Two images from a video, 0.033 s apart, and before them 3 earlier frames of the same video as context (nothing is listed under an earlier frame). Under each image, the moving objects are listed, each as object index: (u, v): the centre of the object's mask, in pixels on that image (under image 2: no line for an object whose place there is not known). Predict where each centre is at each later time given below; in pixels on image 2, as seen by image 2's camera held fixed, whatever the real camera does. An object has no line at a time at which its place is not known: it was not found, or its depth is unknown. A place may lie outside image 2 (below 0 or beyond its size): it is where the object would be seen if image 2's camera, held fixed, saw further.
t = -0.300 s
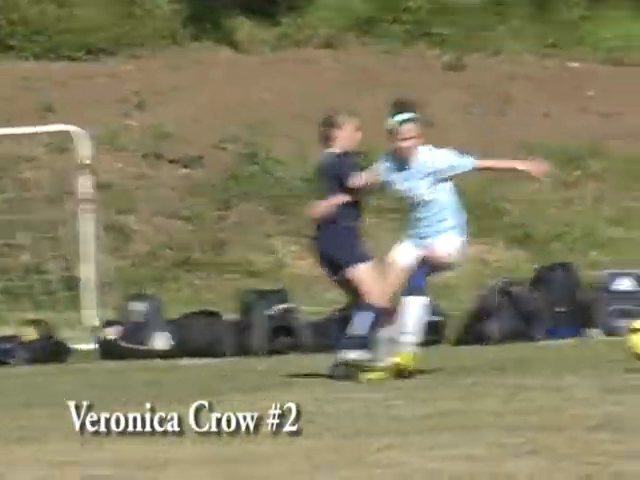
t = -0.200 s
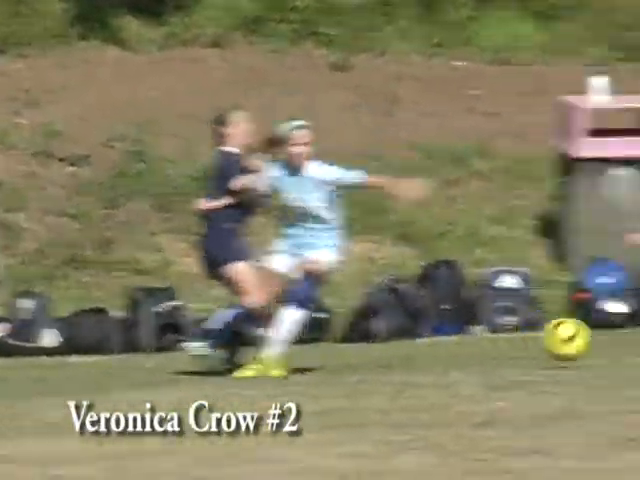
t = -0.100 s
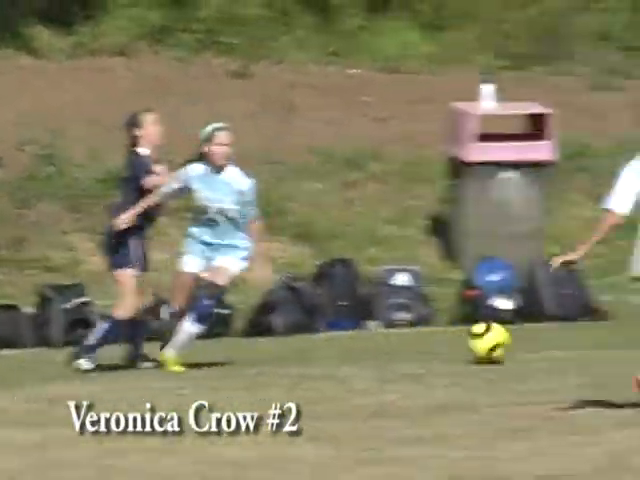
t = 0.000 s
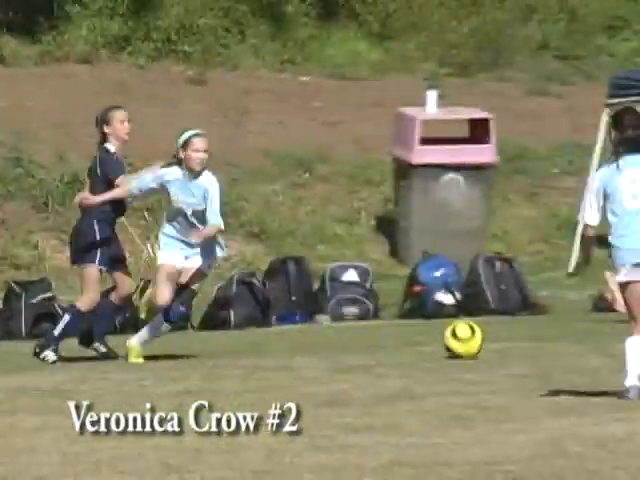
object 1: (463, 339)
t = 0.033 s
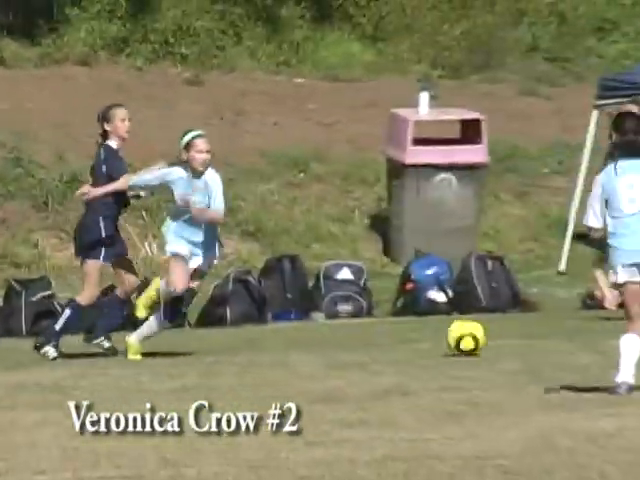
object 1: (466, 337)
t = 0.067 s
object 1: (475, 335)
